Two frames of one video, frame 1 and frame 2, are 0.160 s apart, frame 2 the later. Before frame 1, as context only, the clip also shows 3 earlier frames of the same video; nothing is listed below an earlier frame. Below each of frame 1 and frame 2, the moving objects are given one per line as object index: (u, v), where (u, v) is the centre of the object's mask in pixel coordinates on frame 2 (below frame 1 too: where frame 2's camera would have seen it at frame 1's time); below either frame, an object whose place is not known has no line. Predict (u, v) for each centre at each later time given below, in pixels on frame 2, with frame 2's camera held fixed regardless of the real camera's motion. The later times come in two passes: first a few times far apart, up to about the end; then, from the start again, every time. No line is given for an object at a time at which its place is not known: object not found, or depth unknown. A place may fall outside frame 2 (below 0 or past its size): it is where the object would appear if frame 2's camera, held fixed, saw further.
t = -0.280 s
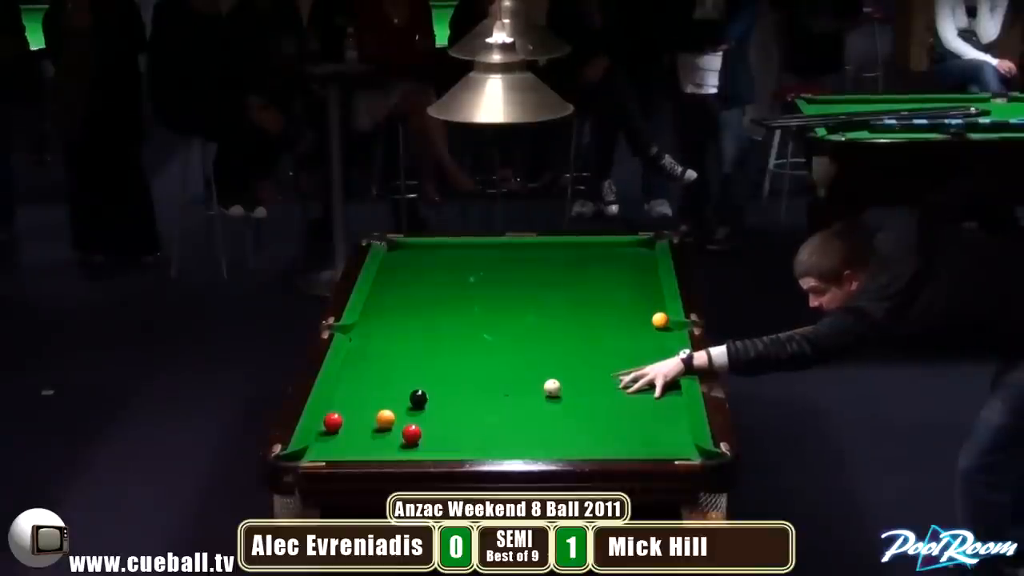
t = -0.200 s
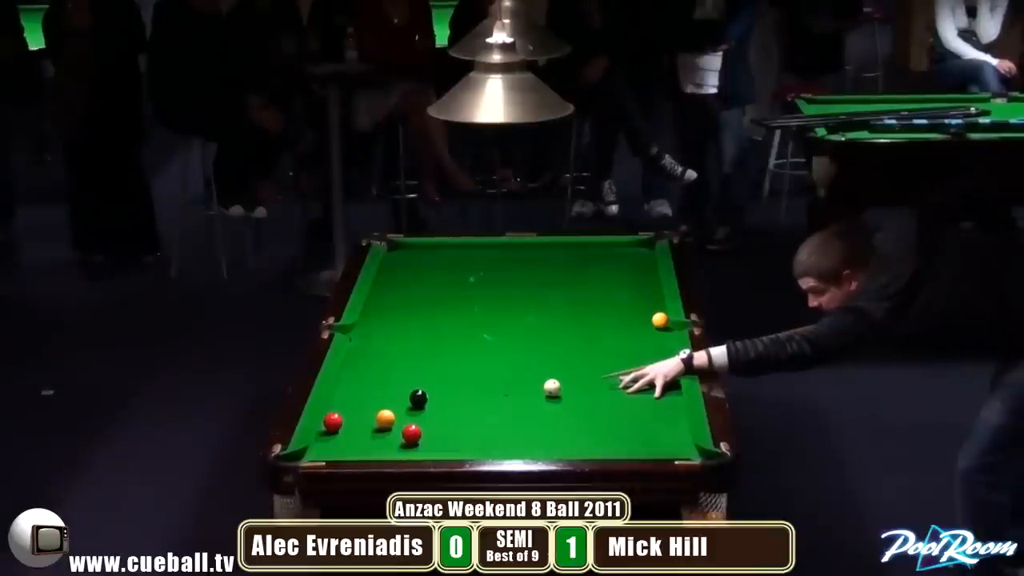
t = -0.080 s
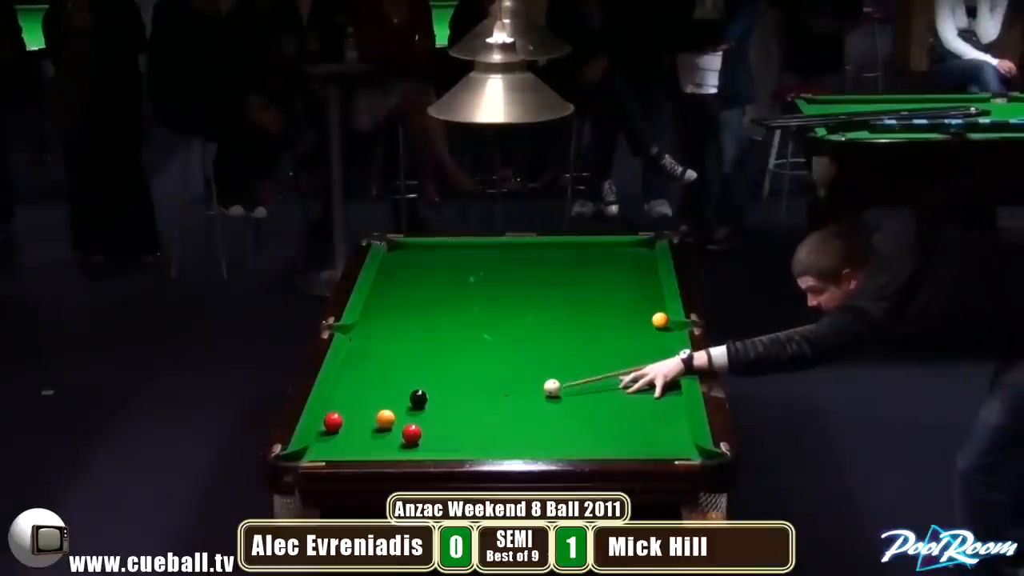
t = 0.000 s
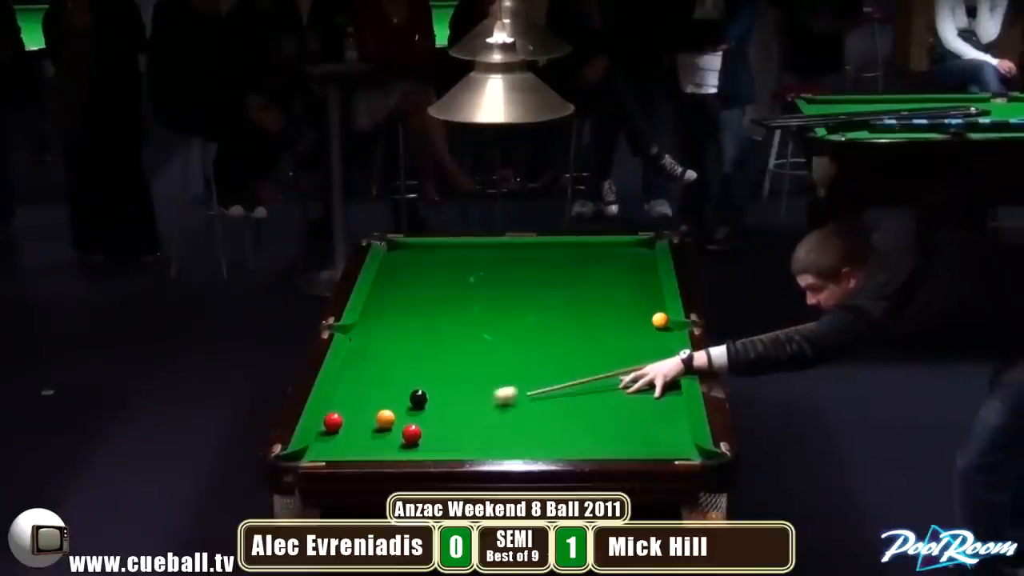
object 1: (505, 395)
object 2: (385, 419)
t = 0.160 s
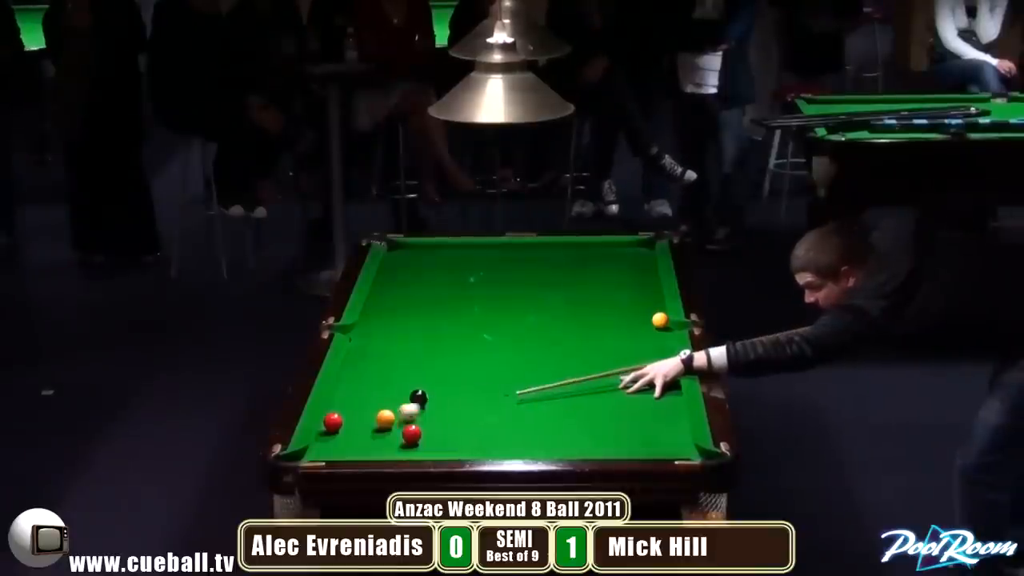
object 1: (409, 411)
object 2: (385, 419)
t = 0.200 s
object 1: (395, 411)
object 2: (381, 421)
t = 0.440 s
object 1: (346, 401)
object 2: (333, 444)
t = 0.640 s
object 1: (354, 390)
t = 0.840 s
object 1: (377, 380)
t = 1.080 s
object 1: (402, 369)
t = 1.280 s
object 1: (420, 360)
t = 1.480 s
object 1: (437, 352)
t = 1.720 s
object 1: (456, 343)
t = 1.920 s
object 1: (470, 336)
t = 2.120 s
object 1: (483, 330)
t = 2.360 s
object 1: (497, 323)
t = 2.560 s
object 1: (507, 318)
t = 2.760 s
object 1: (516, 313)
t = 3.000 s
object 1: (526, 308)
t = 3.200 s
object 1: (533, 304)
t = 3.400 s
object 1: (540, 301)
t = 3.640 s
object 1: (546, 297)
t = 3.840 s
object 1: (551, 295)
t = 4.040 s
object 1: (555, 293)
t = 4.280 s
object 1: (559, 290)
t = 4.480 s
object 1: (561, 289)
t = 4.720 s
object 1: (563, 288)
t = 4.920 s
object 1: (564, 287)
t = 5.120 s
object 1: (565, 286)
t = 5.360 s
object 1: (565, 286)
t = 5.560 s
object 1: (565, 286)
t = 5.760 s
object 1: (565, 286)
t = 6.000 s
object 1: (565, 286)
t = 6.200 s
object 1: (565, 286)
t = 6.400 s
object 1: (565, 285)
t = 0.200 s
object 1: (395, 411)
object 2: (381, 421)
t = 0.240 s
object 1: (385, 410)
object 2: (371, 426)
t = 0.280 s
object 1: (377, 408)
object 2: (362, 431)
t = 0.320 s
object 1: (369, 407)
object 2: (354, 434)
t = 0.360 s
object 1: (361, 405)
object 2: (347, 438)
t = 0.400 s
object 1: (354, 403)
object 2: (341, 441)
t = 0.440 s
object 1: (346, 401)
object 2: (333, 444)
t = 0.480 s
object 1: (339, 399)
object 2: (326, 447)
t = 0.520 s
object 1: (339, 397)
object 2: (319, 450)
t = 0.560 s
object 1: (345, 395)
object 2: (311, 454)
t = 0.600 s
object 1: (349, 393)
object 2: (304, 459)
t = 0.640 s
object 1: (354, 390)
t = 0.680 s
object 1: (359, 388)
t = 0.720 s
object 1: (363, 387)
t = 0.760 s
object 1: (368, 384)
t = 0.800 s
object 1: (373, 382)
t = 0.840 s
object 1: (377, 380)
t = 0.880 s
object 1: (381, 378)
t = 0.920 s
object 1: (385, 376)
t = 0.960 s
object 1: (390, 374)
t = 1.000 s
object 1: (394, 372)
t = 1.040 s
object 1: (398, 371)
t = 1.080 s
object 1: (402, 369)
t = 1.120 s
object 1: (405, 367)
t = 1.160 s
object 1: (409, 365)
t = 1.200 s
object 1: (413, 363)
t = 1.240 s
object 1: (416, 361)
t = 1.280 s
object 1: (420, 360)
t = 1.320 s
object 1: (424, 358)
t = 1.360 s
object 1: (427, 357)
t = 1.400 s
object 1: (430, 355)
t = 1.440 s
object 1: (434, 354)
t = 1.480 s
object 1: (437, 352)
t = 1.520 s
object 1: (440, 350)
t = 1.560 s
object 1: (444, 349)
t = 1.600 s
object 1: (447, 347)
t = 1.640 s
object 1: (450, 346)
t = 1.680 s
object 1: (453, 344)
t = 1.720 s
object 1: (456, 343)
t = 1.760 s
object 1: (459, 342)
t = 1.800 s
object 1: (462, 340)
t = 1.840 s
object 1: (465, 339)
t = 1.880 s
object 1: (467, 337)
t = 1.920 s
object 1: (470, 336)
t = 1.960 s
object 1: (472, 335)
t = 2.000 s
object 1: (475, 334)
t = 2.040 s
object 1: (478, 332)
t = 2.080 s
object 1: (480, 331)
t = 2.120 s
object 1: (483, 330)
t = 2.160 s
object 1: (485, 329)
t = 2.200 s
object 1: (488, 327)
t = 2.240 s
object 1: (490, 326)
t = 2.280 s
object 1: (492, 325)
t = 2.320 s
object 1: (494, 324)
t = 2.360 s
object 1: (497, 323)
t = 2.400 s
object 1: (499, 322)
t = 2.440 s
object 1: (501, 321)
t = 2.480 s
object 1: (503, 320)
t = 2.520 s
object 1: (505, 319)
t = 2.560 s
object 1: (507, 318)
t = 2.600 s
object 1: (509, 317)
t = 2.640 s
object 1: (511, 316)
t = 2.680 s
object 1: (513, 315)
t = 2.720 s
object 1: (514, 314)
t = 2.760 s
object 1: (516, 313)
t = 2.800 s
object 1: (517, 312)
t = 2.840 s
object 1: (519, 311)
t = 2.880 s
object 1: (521, 311)
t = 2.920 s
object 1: (522, 310)
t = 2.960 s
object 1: (524, 309)
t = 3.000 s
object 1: (526, 308)
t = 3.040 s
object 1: (527, 307)
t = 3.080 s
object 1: (529, 307)
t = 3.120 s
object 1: (530, 306)
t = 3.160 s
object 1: (531, 305)
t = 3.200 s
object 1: (533, 304)
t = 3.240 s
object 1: (534, 304)
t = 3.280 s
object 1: (536, 303)
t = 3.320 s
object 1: (537, 302)
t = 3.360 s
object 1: (538, 302)
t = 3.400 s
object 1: (540, 301)
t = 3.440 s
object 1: (540, 300)
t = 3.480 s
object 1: (542, 300)
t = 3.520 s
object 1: (543, 299)
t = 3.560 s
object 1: (544, 298)
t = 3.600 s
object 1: (545, 298)
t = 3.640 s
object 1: (546, 297)
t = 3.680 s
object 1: (547, 297)
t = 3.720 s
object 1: (548, 297)
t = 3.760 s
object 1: (549, 296)
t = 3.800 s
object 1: (550, 295)
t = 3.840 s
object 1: (551, 295)
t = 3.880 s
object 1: (552, 295)
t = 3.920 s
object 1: (553, 294)
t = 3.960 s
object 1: (553, 294)
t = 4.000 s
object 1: (554, 293)
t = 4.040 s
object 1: (555, 293)
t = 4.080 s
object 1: (555, 293)
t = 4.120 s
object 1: (556, 292)
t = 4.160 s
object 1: (557, 292)
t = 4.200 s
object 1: (558, 291)
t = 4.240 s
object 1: (558, 291)
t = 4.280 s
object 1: (559, 290)
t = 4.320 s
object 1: (559, 290)
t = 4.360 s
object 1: (560, 290)
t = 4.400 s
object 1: (560, 290)
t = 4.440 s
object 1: (560, 289)
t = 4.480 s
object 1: (561, 289)
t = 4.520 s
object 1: (561, 289)
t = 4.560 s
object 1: (562, 289)
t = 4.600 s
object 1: (562, 288)
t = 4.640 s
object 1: (562, 288)
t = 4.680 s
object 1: (562, 288)
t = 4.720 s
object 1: (563, 288)
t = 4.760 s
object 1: (563, 288)
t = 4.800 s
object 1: (563, 287)
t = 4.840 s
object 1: (564, 287)
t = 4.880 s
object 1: (564, 287)
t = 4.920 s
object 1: (564, 287)
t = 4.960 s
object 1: (564, 286)
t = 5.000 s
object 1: (564, 287)
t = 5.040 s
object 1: (565, 287)
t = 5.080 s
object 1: (565, 286)
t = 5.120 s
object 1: (565, 286)
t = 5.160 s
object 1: (565, 286)
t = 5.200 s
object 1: (565, 286)
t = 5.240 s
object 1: (565, 286)
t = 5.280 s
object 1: (565, 287)
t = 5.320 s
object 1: (565, 286)
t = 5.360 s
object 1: (565, 286)
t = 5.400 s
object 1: (565, 287)
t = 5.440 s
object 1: (565, 286)
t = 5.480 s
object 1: (565, 286)
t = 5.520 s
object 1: (565, 286)
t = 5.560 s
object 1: (565, 286)
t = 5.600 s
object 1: (565, 286)
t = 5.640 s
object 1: (565, 286)
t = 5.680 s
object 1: (565, 286)
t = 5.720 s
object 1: (565, 286)
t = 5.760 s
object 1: (565, 286)
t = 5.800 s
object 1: (565, 286)
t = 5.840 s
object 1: (565, 286)
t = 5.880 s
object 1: (565, 286)
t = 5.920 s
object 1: (565, 286)
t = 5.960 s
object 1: (565, 286)
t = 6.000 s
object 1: (565, 286)
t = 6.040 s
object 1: (565, 286)
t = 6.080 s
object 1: (565, 286)
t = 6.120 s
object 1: (565, 286)
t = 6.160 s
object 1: (565, 286)
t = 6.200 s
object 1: (565, 286)
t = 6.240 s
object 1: (565, 286)
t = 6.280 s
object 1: (565, 286)
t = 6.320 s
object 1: (565, 286)
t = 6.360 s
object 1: (565, 286)
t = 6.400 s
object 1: (565, 285)
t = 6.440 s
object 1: (565, 286)
